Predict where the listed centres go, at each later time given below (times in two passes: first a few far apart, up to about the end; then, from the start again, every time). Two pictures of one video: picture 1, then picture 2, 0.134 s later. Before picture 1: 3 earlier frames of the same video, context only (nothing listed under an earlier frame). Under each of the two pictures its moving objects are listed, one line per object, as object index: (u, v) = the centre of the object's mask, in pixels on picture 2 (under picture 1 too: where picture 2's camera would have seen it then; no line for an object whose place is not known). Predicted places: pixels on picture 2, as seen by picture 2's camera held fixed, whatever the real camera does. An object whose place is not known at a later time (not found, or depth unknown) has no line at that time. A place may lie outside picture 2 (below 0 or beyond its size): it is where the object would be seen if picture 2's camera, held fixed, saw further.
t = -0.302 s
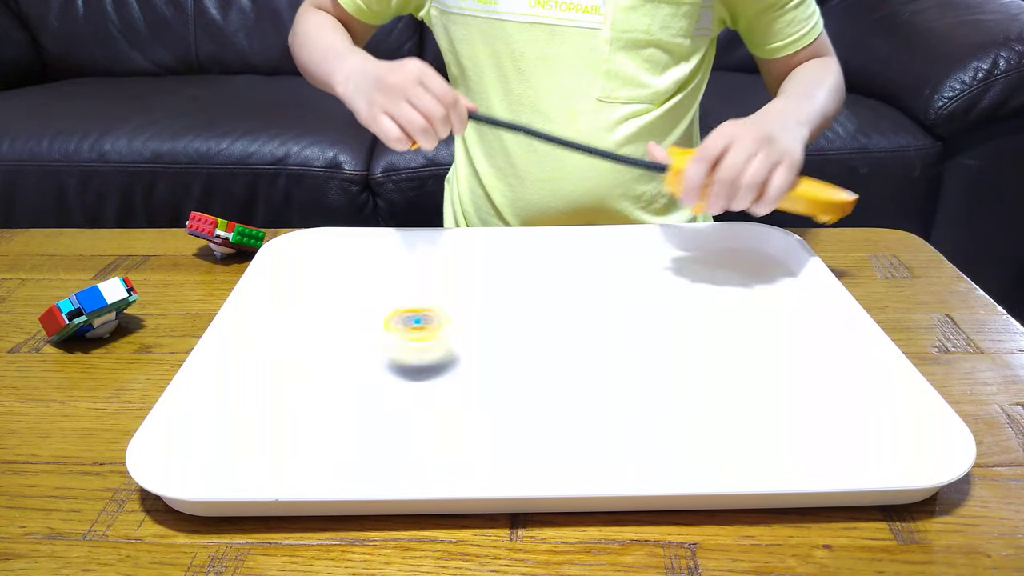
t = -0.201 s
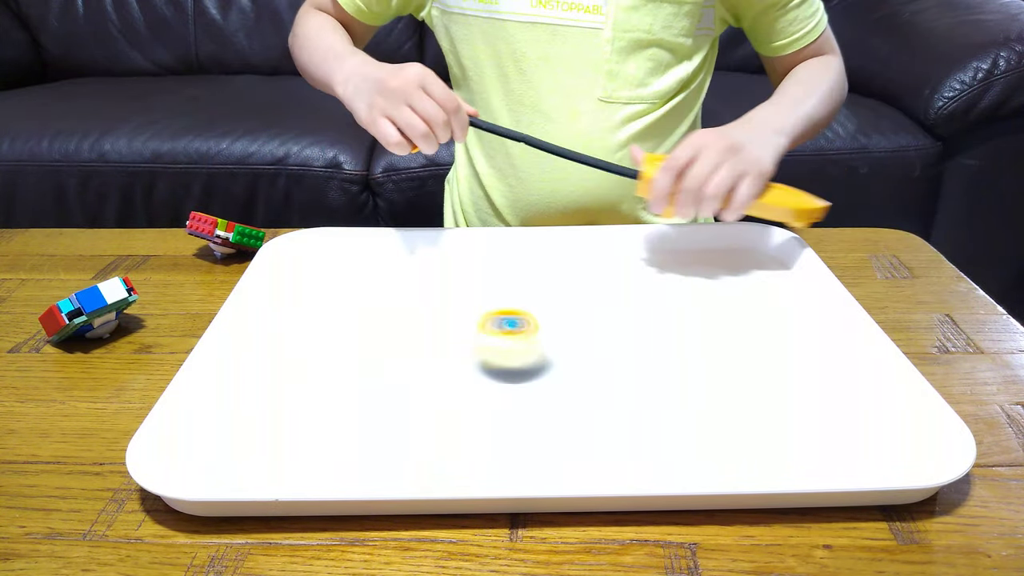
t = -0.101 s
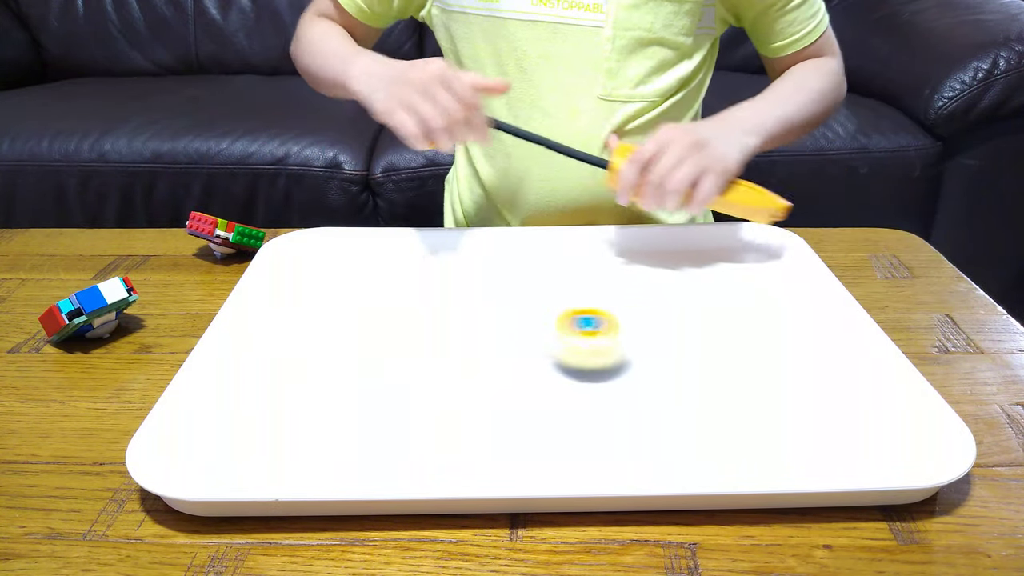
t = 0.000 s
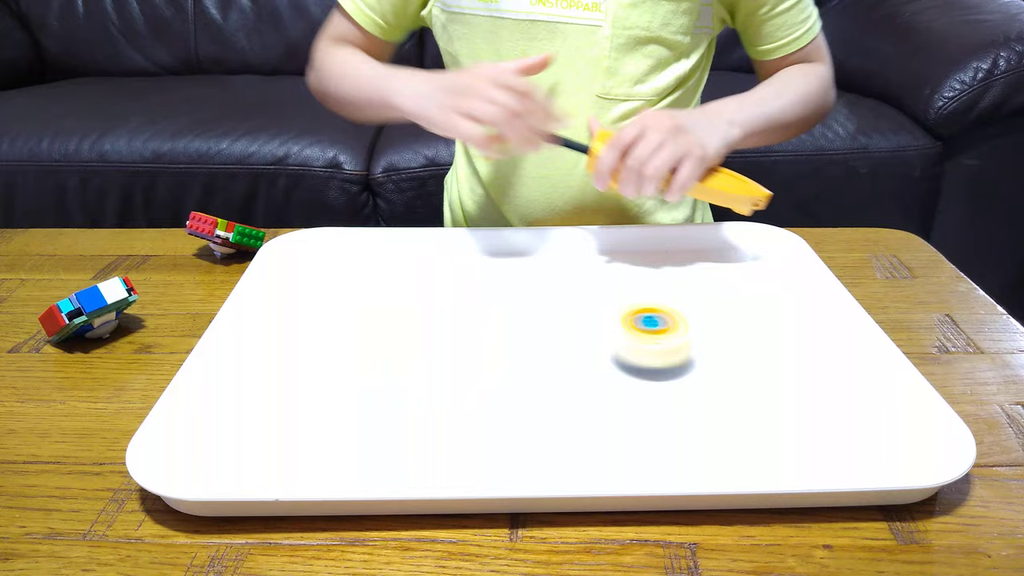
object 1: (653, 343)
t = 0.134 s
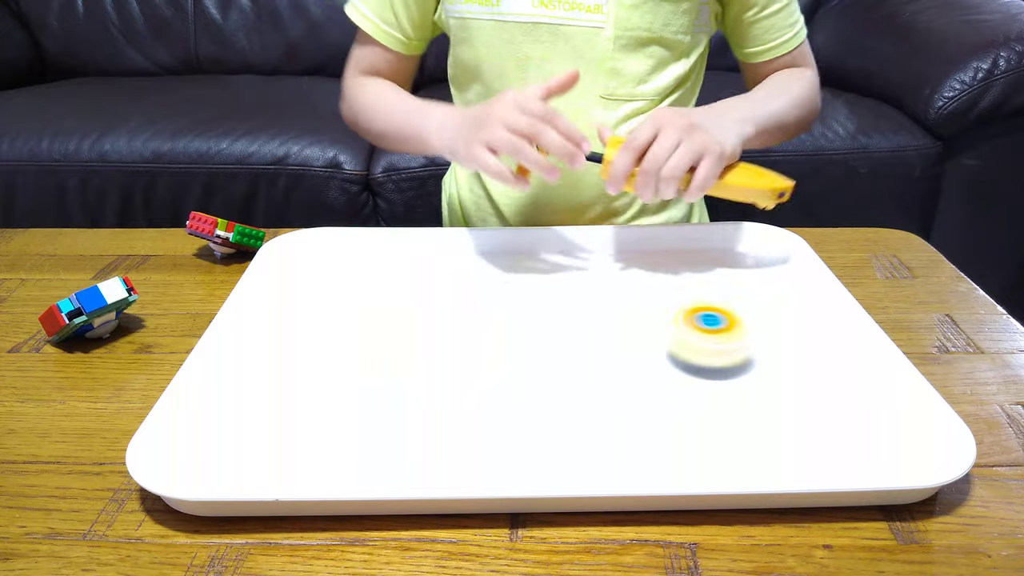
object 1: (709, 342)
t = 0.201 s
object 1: (736, 341)
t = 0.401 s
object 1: (814, 344)
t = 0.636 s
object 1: (766, 356)
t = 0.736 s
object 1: (768, 365)
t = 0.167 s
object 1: (723, 343)
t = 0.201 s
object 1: (736, 341)
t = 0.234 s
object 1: (749, 342)
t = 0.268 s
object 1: (762, 343)
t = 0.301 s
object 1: (774, 341)
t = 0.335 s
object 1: (787, 344)
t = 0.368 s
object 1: (800, 344)
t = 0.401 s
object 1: (814, 344)
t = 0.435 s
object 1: (824, 345)
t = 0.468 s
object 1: (810, 345)
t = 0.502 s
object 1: (797, 349)
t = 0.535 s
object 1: (785, 350)
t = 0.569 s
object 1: (776, 352)
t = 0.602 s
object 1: (771, 353)
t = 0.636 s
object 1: (766, 356)
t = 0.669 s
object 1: (767, 359)
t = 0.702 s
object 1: (768, 362)
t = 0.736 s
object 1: (768, 365)
